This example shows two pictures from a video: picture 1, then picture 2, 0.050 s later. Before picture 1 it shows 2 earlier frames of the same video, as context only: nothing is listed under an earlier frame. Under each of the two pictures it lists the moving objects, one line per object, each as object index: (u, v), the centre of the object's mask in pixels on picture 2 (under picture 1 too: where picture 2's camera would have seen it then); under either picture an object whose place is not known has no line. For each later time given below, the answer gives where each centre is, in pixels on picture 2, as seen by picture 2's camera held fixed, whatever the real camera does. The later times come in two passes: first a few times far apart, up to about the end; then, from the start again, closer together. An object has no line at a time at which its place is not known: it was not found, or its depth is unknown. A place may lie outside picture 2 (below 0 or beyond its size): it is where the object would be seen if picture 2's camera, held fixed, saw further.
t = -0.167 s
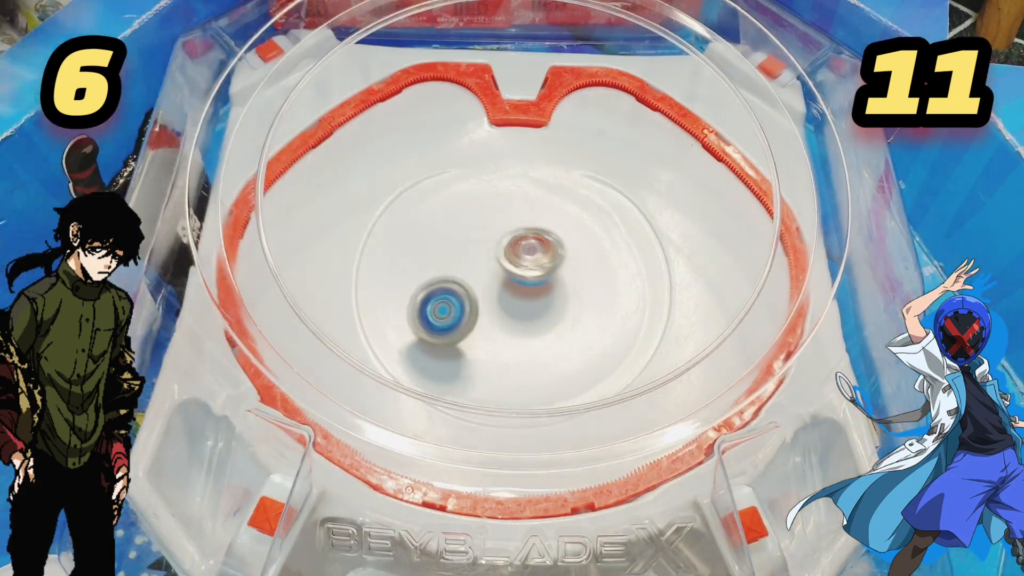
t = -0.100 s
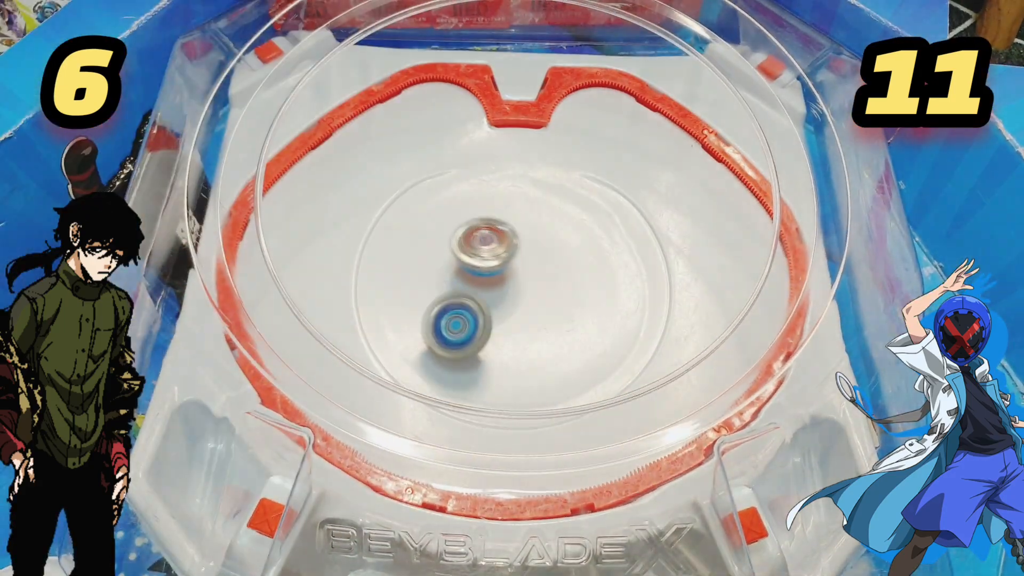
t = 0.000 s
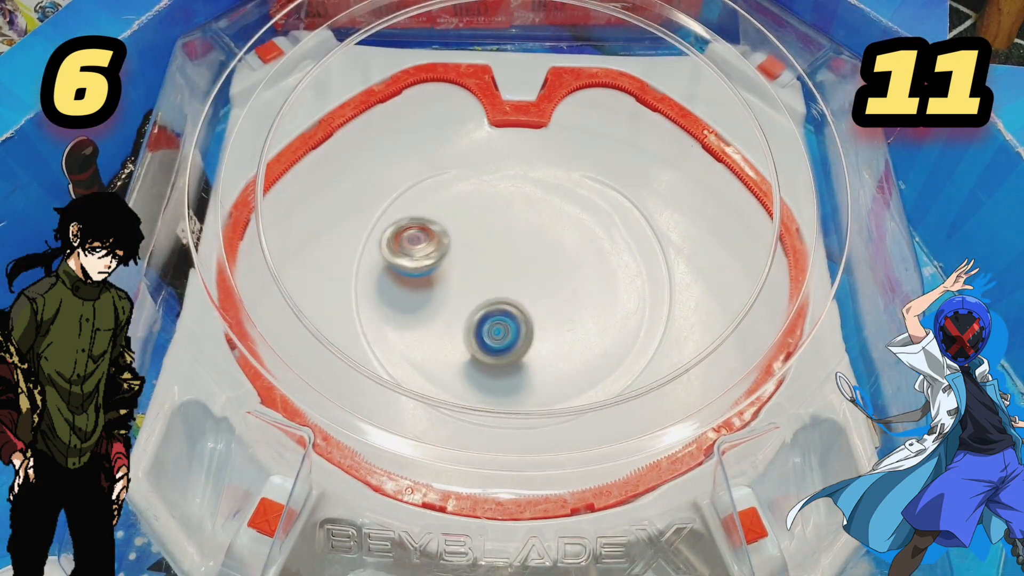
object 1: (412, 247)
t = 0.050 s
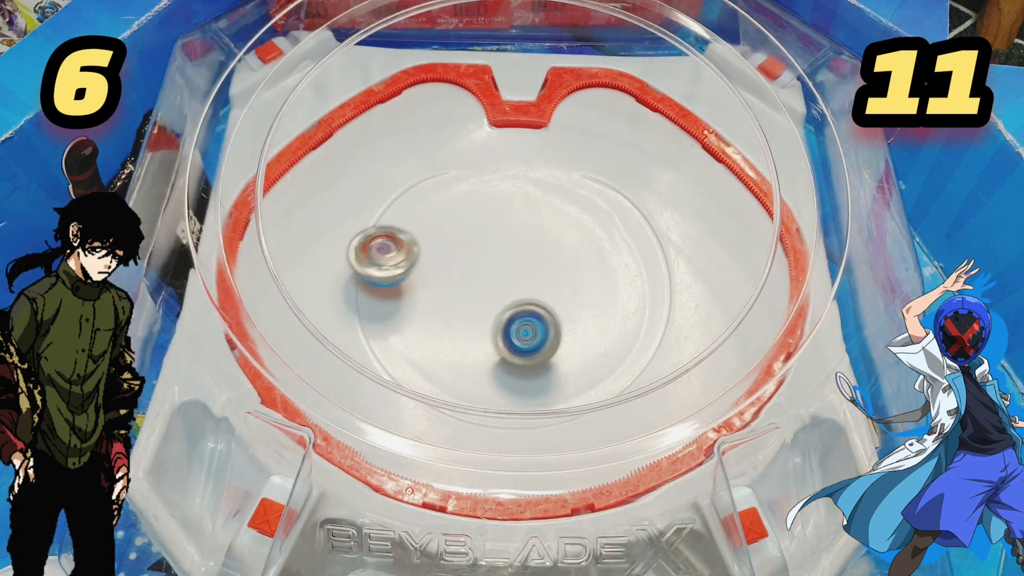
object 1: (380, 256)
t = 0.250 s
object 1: (392, 330)
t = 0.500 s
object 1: (520, 341)
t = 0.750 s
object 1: (292, 375)
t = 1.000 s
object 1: (693, 251)
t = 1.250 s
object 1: (650, 99)
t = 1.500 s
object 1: (417, 220)
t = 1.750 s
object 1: (374, 354)
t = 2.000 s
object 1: (811, 253)
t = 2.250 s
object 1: (652, 49)
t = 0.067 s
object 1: (371, 261)
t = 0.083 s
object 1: (363, 266)
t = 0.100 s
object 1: (355, 272)
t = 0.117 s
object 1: (353, 278)
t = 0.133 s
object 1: (355, 284)
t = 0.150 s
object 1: (358, 292)
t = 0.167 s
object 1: (362, 299)
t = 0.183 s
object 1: (369, 304)
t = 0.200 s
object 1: (373, 312)
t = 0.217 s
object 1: (378, 318)
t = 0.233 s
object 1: (385, 324)
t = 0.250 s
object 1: (392, 330)
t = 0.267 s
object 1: (400, 336)
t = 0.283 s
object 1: (409, 342)
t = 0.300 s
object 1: (417, 346)
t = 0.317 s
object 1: (427, 351)
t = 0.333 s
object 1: (437, 354)
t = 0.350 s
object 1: (446, 358)
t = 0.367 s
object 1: (457, 359)
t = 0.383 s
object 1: (466, 360)
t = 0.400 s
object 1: (476, 360)
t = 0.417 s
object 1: (485, 359)
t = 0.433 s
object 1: (494, 358)
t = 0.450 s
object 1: (502, 355)
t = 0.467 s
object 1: (508, 352)
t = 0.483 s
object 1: (516, 346)
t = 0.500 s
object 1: (520, 341)
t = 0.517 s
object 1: (524, 335)
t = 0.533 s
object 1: (528, 328)
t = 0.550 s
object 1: (530, 320)
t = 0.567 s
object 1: (534, 311)
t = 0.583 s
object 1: (534, 303)
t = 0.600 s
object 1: (527, 297)
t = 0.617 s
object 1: (496, 311)
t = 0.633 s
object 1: (464, 327)
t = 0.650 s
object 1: (433, 337)
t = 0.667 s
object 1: (405, 347)
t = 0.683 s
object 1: (381, 351)
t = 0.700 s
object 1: (357, 355)
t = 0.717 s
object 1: (335, 359)
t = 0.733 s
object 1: (318, 361)
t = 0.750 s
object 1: (292, 375)
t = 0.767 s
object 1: (327, 372)
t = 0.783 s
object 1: (362, 373)
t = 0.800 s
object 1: (399, 371)
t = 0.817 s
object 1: (435, 369)
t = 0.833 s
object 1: (469, 368)
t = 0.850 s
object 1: (504, 361)
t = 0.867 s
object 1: (534, 354)
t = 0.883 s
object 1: (565, 345)
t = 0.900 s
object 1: (594, 335)
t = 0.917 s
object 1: (620, 326)
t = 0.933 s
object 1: (644, 313)
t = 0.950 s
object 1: (666, 300)
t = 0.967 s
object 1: (680, 284)
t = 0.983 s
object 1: (686, 266)
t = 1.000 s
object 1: (693, 251)
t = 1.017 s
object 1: (699, 236)
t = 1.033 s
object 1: (706, 225)
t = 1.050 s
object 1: (709, 214)
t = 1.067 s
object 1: (709, 200)
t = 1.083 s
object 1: (711, 187)
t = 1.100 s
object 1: (711, 177)
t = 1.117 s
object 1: (709, 166)
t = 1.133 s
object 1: (705, 155)
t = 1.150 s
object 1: (700, 147)
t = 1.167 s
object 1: (694, 137)
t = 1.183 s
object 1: (687, 128)
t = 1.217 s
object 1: (671, 112)
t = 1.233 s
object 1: (660, 106)
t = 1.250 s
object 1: (650, 99)
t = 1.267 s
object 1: (638, 91)
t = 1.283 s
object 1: (625, 86)
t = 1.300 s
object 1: (612, 76)
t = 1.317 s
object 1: (599, 72)
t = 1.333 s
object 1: (584, 73)
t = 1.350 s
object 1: (568, 80)
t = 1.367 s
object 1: (552, 91)
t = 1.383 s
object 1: (535, 104)
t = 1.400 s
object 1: (517, 121)
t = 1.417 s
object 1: (500, 139)
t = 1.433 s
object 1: (481, 164)
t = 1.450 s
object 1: (465, 178)
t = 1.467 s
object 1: (450, 187)
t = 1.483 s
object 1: (433, 204)
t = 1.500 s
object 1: (417, 220)
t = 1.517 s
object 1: (405, 230)
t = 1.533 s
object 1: (390, 244)
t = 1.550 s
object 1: (380, 254)
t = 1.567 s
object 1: (370, 264)
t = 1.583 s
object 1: (361, 275)
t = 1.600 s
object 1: (361, 283)
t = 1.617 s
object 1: (361, 296)
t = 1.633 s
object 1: (361, 308)
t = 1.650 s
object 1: (361, 317)
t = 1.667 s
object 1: (363, 325)
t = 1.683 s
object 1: (364, 332)
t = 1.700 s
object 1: (367, 337)
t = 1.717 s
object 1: (367, 344)
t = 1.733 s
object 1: (370, 350)
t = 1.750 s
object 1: (374, 354)
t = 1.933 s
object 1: (755, 349)
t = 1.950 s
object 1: (769, 320)
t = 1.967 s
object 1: (785, 295)
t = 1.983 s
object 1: (801, 273)
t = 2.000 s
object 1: (811, 253)
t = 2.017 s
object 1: (817, 233)
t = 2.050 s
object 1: (795, 192)
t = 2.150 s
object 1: (714, 92)
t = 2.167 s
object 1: (702, 80)
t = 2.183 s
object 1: (691, 68)
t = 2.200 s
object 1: (681, 57)
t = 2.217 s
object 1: (673, 47)
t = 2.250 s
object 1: (652, 49)
